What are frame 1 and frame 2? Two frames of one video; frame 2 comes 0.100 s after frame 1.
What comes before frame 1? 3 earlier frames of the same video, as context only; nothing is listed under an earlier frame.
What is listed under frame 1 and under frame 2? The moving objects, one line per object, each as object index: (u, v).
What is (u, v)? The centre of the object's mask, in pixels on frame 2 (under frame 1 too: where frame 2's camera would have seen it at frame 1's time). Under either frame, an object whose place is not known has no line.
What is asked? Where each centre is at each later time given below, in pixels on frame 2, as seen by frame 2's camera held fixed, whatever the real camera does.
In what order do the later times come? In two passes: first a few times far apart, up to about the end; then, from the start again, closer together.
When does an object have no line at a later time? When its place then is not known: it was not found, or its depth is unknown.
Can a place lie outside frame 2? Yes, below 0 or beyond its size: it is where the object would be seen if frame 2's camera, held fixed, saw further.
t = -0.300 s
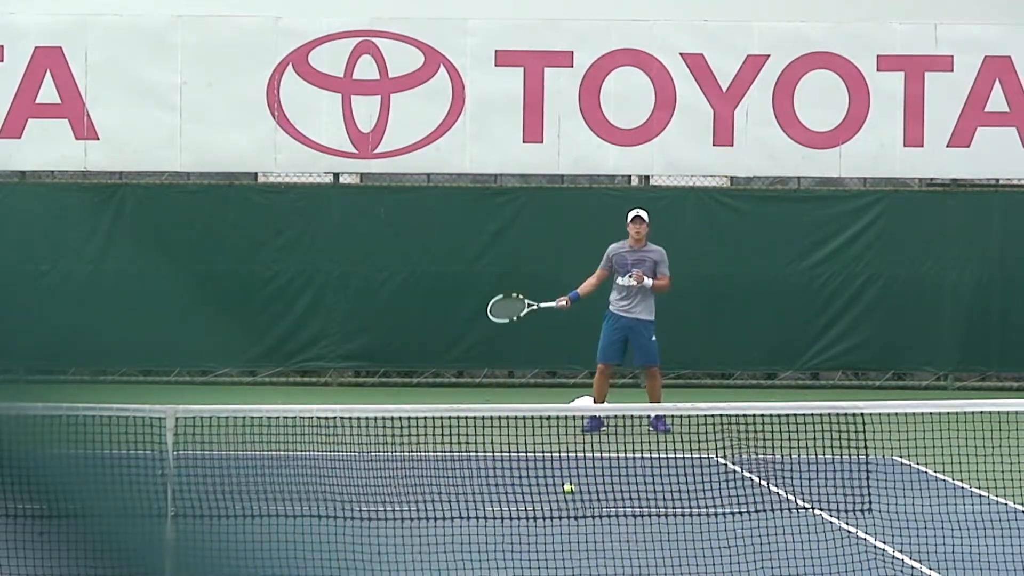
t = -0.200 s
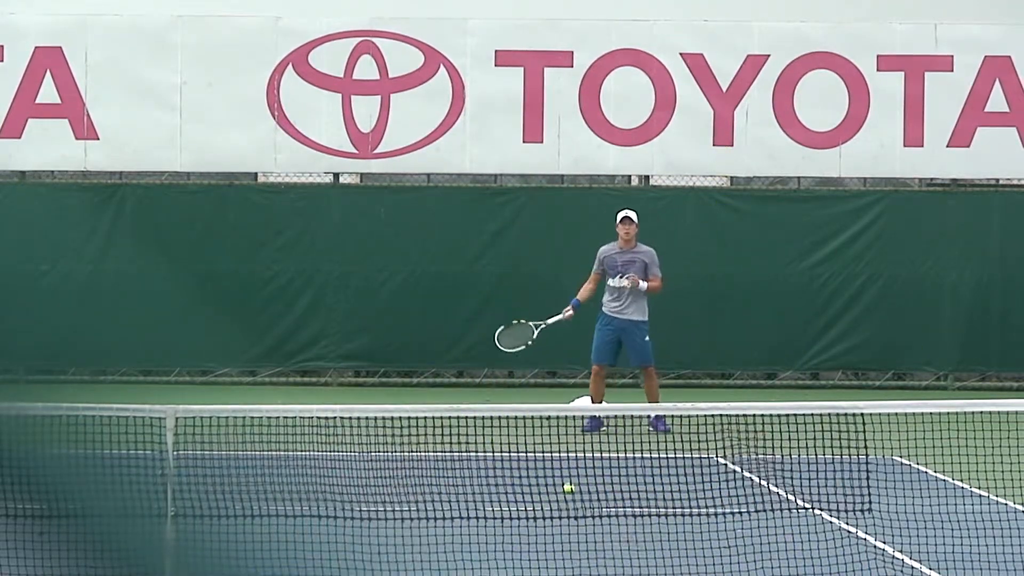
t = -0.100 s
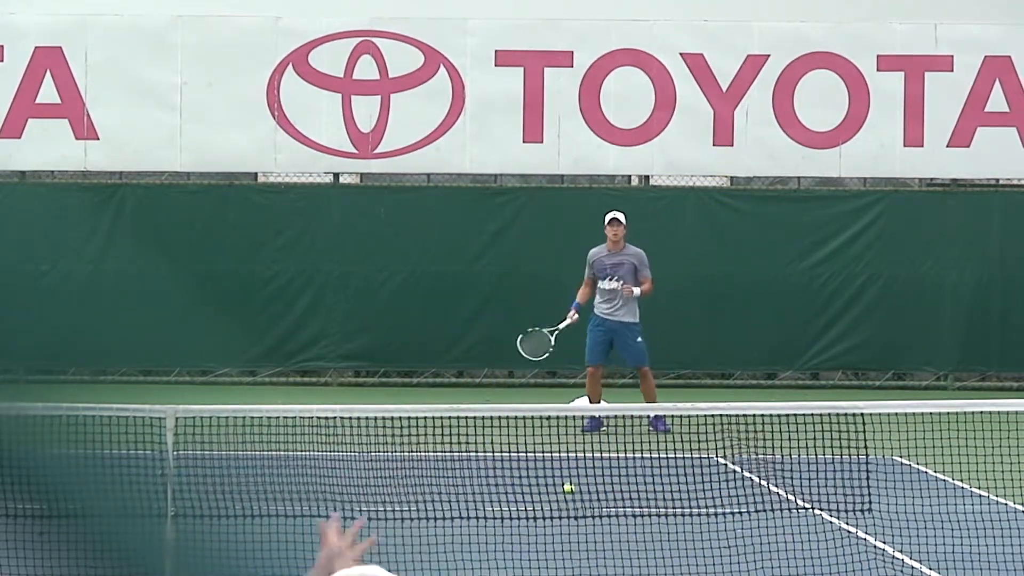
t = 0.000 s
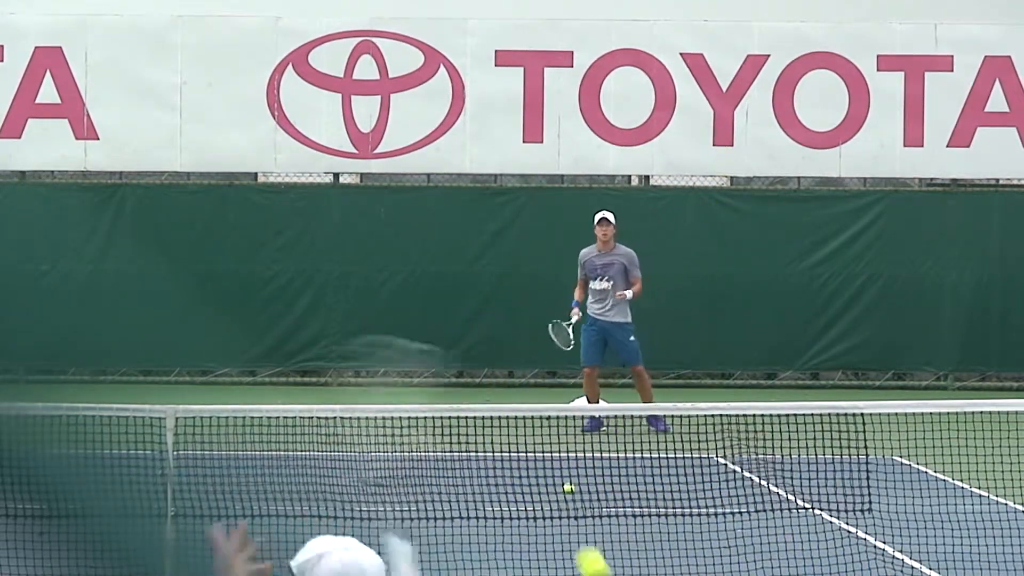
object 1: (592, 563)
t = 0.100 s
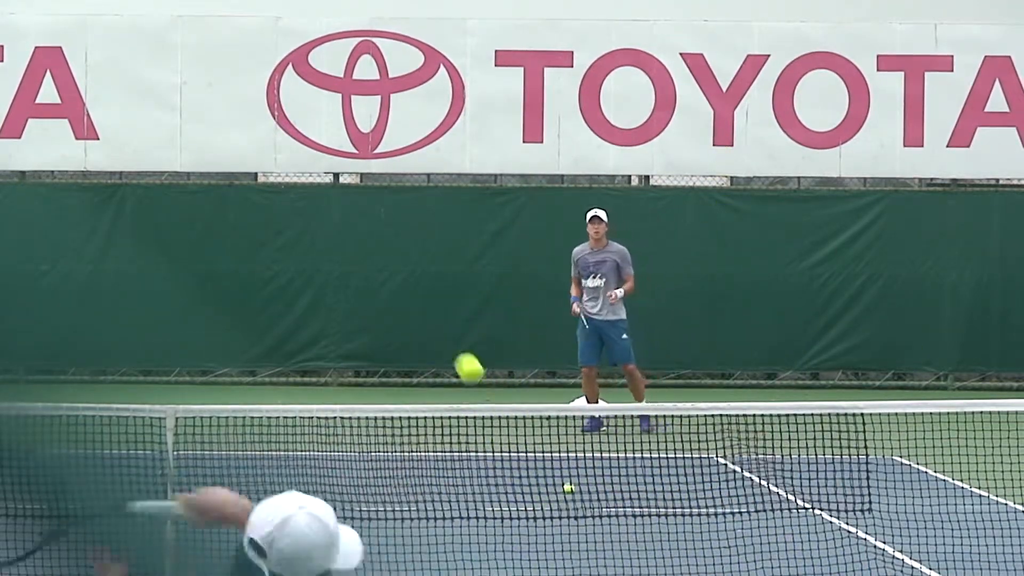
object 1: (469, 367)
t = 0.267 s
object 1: (336, 225)
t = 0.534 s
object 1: (215, 230)
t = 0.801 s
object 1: (143, 365)
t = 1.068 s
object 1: (103, 402)
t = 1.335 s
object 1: (87, 285)
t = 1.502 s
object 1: (79, 272)
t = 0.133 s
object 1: (436, 325)
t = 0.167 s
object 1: (407, 289)
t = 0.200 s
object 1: (381, 262)
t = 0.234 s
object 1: (357, 241)
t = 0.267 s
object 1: (336, 225)
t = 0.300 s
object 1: (316, 215)
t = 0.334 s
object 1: (298, 207)
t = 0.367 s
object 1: (281, 204)
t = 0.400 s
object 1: (266, 204)
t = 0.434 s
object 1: (253, 207)
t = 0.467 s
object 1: (239, 213)
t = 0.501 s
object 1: (227, 221)
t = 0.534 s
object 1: (215, 230)
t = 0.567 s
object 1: (204, 242)
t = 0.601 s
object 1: (194, 255)
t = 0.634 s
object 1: (184, 271)
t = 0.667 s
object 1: (175, 287)
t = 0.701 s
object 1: (166, 305)
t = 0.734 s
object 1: (158, 323)
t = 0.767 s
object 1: (150, 344)
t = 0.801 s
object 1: (143, 365)
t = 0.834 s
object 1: (136, 386)
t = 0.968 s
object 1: (110, 482)
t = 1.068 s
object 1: (103, 402)
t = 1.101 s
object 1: (101, 382)
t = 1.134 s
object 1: (99, 361)
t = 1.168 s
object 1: (97, 344)
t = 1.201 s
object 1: (95, 328)
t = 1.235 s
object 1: (93, 315)
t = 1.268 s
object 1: (91, 303)
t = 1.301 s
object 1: (89, 293)
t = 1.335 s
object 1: (87, 285)
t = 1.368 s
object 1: (85, 280)
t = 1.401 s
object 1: (84, 275)
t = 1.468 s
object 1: (80, 271)
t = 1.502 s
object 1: (79, 272)
